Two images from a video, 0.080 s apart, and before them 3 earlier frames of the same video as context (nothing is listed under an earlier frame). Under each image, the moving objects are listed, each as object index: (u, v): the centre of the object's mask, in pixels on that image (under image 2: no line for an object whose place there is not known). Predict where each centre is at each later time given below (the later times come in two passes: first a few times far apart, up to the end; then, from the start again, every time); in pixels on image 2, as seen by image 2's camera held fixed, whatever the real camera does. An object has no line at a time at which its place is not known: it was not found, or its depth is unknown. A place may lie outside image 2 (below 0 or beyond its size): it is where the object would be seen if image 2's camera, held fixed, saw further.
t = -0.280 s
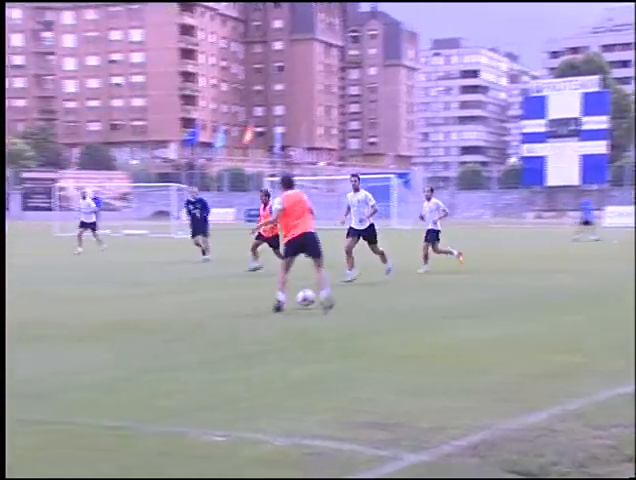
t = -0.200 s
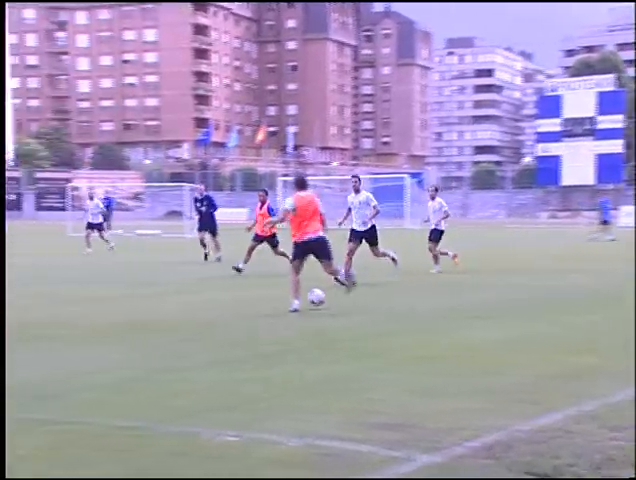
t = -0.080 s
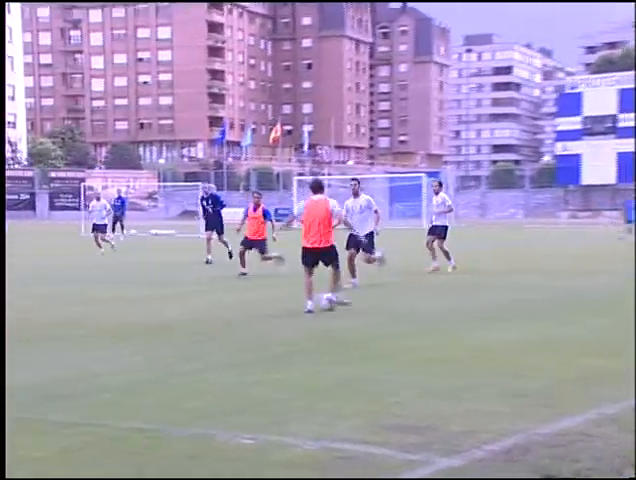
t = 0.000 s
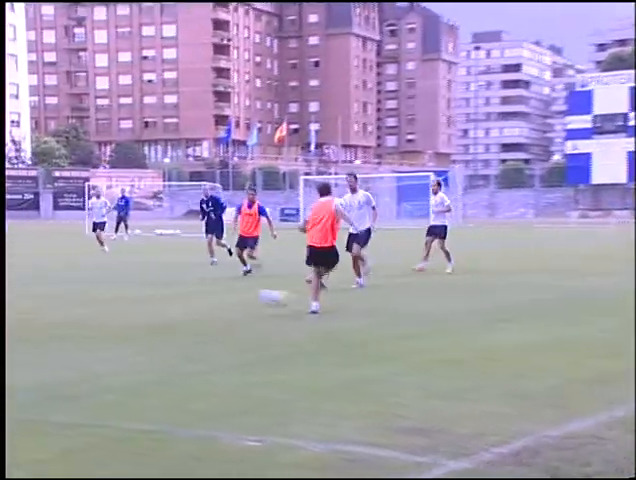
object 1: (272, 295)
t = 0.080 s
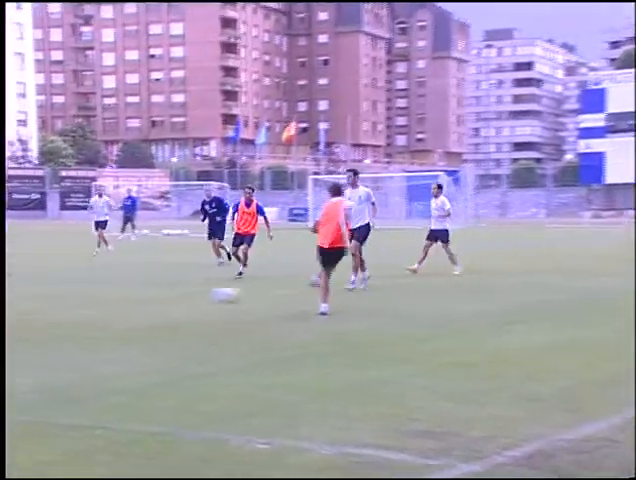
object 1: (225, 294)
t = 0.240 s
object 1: (134, 287)
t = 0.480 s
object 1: (35, 279)
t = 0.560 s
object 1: (6, 281)
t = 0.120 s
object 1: (200, 293)
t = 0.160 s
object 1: (178, 290)
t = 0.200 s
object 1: (155, 288)
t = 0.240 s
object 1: (134, 287)
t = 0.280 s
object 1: (114, 288)
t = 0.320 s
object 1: (97, 284)
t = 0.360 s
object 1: (81, 281)
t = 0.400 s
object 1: (65, 279)
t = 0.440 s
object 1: (50, 278)
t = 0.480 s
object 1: (35, 279)
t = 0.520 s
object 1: (20, 281)
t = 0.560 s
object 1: (6, 281)
